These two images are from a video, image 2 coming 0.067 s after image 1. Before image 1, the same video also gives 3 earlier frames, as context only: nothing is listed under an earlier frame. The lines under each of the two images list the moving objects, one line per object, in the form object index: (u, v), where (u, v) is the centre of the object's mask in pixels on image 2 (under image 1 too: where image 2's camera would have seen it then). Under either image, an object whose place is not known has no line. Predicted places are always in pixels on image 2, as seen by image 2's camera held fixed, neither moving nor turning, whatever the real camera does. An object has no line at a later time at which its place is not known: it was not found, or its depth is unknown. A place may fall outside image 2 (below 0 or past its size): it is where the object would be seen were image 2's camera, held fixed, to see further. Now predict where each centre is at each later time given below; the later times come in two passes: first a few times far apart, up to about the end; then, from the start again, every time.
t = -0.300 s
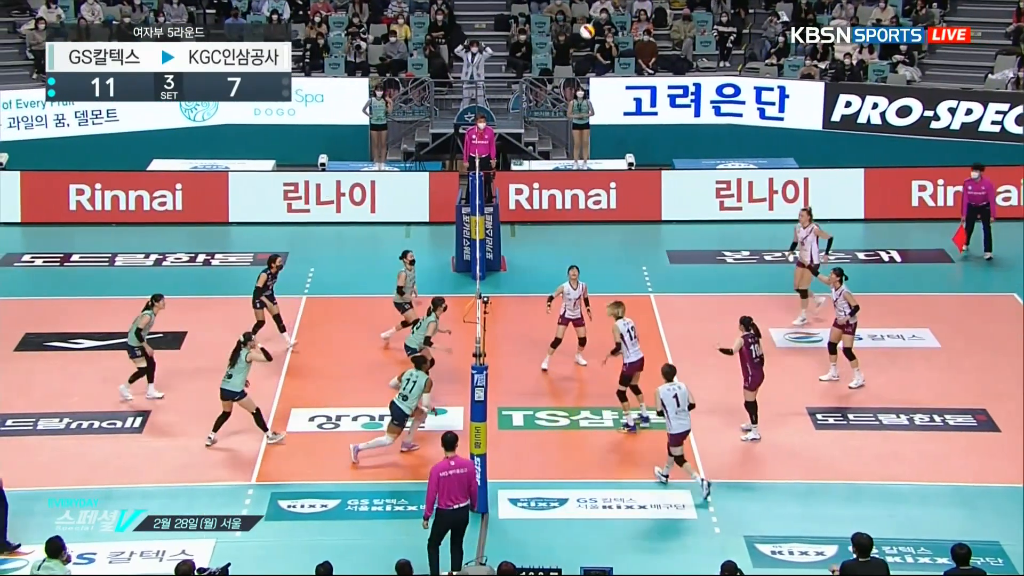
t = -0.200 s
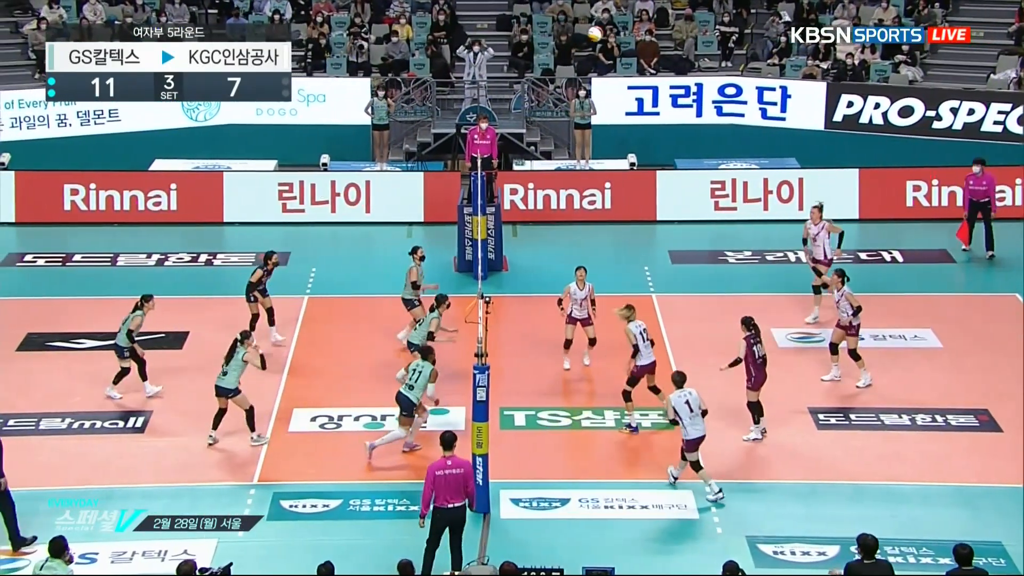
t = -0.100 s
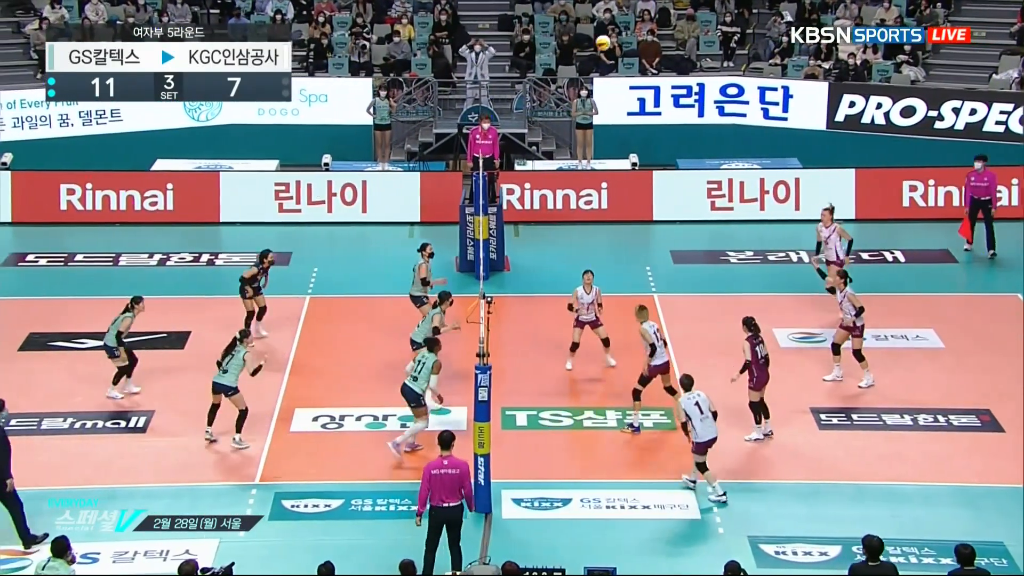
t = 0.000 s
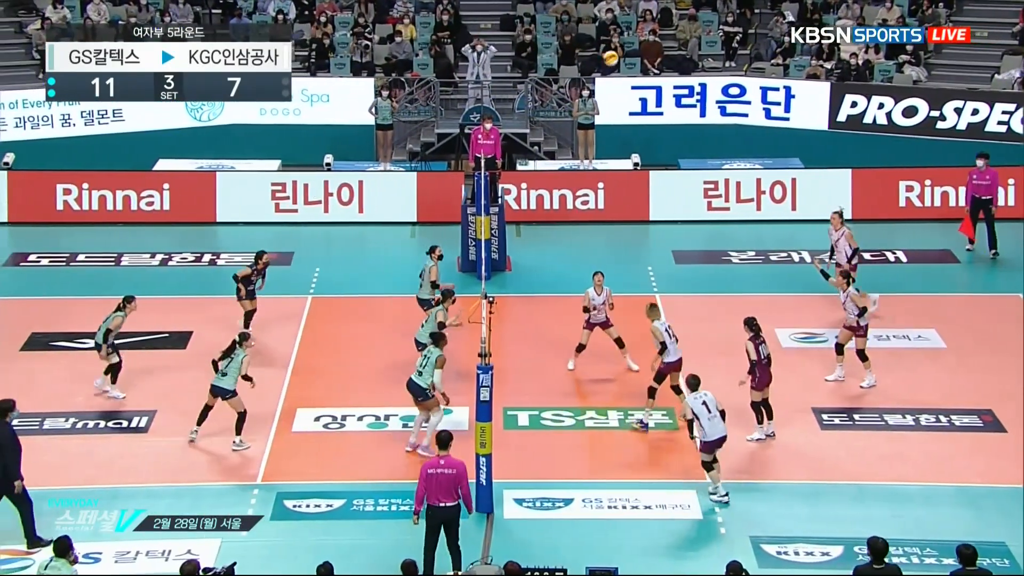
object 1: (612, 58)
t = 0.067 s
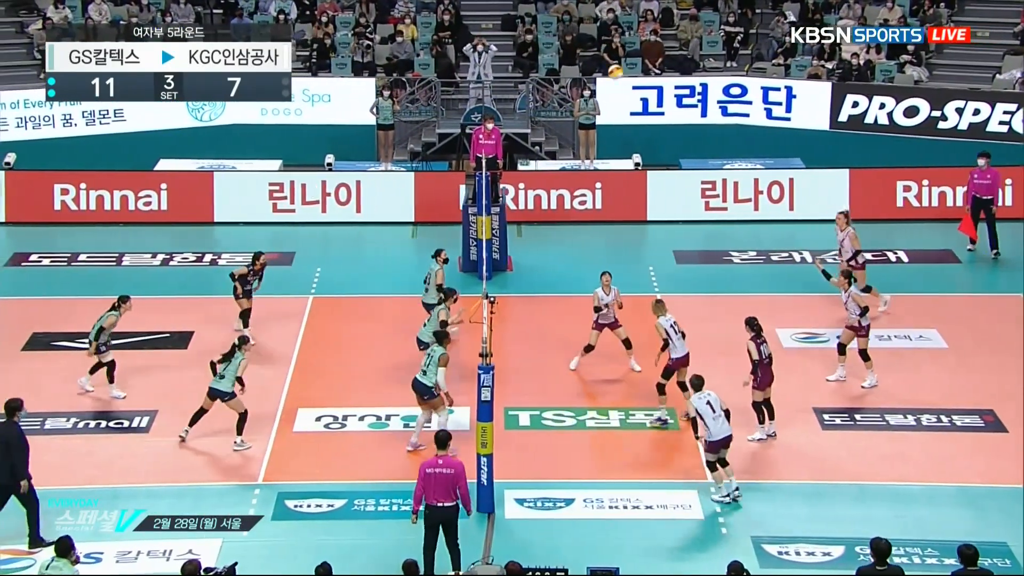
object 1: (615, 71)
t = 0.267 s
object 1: (626, 130)
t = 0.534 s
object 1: (637, 237)
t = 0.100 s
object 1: (617, 80)
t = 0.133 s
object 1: (619, 89)
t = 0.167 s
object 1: (621, 99)
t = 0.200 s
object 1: (623, 108)
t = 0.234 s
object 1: (624, 119)
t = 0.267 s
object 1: (626, 130)
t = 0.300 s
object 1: (627, 141)
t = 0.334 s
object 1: (629, 153)
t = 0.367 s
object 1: (630, 166)
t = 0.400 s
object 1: (631, 180)
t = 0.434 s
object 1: (633, 194)
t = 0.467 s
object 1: (636, 207)
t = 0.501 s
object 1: (636, 222)
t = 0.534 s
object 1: (637, 237)
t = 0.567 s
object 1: (639, 254)
